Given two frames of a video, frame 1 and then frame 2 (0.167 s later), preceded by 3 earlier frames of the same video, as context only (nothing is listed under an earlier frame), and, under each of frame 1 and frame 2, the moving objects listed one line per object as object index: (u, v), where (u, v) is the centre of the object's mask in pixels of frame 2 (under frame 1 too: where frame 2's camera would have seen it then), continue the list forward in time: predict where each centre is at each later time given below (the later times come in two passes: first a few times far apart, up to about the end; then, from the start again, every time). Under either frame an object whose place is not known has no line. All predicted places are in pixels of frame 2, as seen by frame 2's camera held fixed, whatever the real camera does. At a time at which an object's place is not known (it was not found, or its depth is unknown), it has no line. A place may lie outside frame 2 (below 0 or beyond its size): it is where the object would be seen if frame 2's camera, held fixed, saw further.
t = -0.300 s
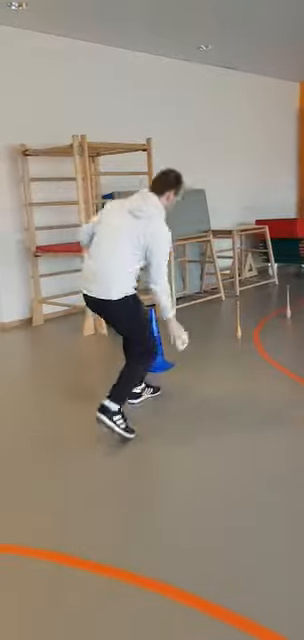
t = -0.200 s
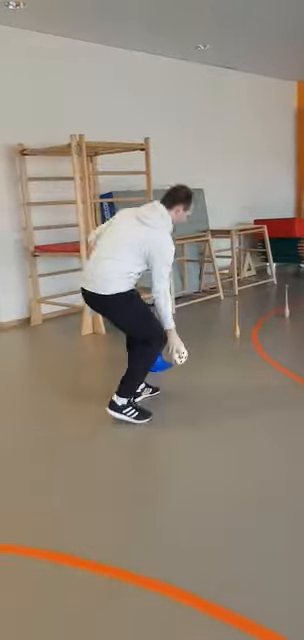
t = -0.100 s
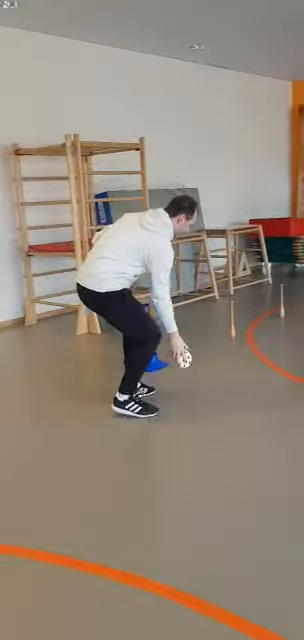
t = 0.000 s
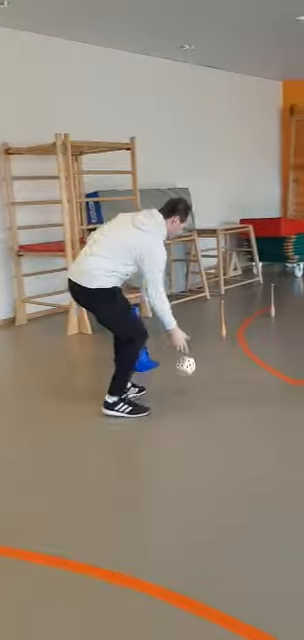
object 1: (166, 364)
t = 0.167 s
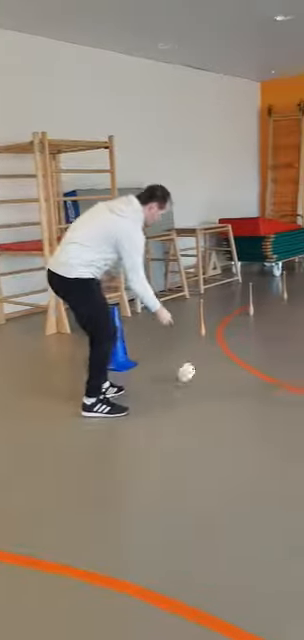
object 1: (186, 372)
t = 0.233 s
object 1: (193, 369)
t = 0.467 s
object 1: (223, 367)
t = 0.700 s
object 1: (253, 364)
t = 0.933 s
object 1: (279, 361)
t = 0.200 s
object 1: (190, 370)
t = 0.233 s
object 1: (193, 369)
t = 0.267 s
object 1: (198, 370)
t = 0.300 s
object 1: (202, 373)
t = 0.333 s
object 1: (206, 370)
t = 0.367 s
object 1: (210, 370)
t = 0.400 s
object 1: (215, 370)
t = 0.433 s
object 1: (219, 368)
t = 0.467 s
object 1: (223, 367)
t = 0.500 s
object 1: (228, 366)
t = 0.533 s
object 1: (232, 366)
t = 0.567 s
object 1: (236, 366)
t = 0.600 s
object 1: (241, 365)
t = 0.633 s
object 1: (245, 365)
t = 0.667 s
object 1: (248, 364)
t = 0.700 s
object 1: (253, 364)
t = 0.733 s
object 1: (257, 364)
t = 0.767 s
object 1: (260, 364)
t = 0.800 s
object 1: (264, 363)
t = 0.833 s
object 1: (268, 362)
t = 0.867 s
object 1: (272, 362)
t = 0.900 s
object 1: (275, 361)
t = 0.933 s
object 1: (279, 361)
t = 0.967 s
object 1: (282, 362)
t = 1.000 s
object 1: (286, 360)
